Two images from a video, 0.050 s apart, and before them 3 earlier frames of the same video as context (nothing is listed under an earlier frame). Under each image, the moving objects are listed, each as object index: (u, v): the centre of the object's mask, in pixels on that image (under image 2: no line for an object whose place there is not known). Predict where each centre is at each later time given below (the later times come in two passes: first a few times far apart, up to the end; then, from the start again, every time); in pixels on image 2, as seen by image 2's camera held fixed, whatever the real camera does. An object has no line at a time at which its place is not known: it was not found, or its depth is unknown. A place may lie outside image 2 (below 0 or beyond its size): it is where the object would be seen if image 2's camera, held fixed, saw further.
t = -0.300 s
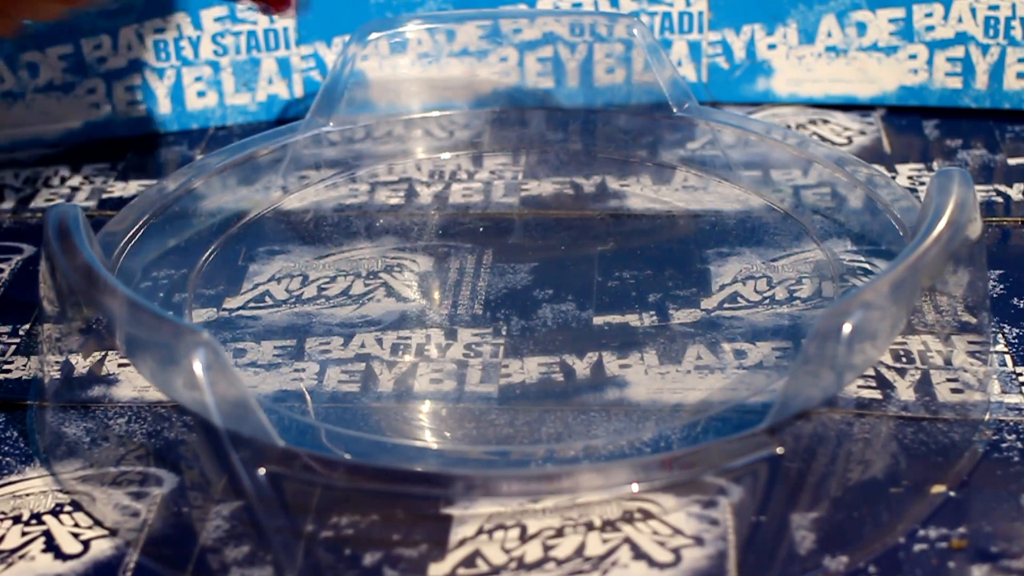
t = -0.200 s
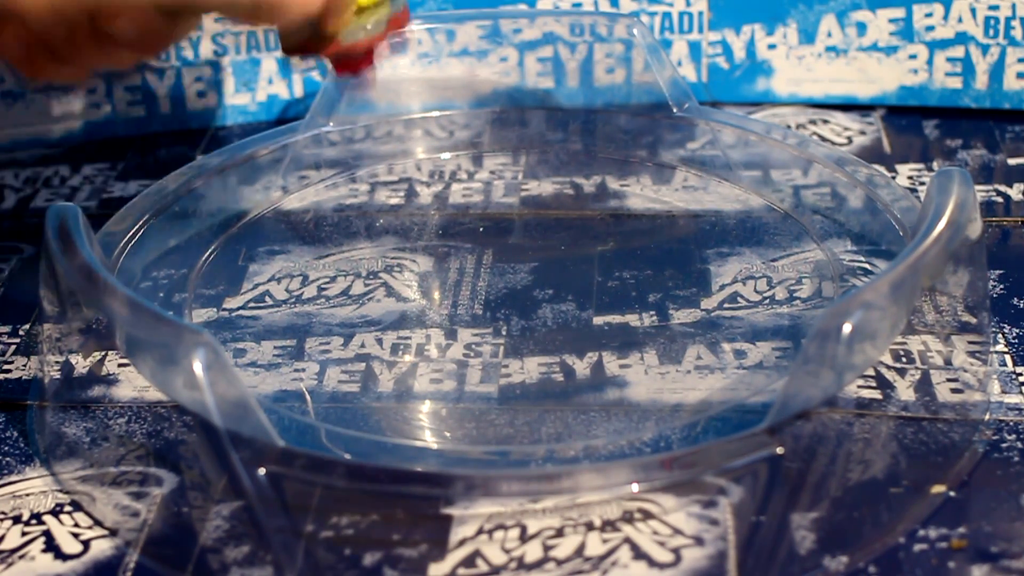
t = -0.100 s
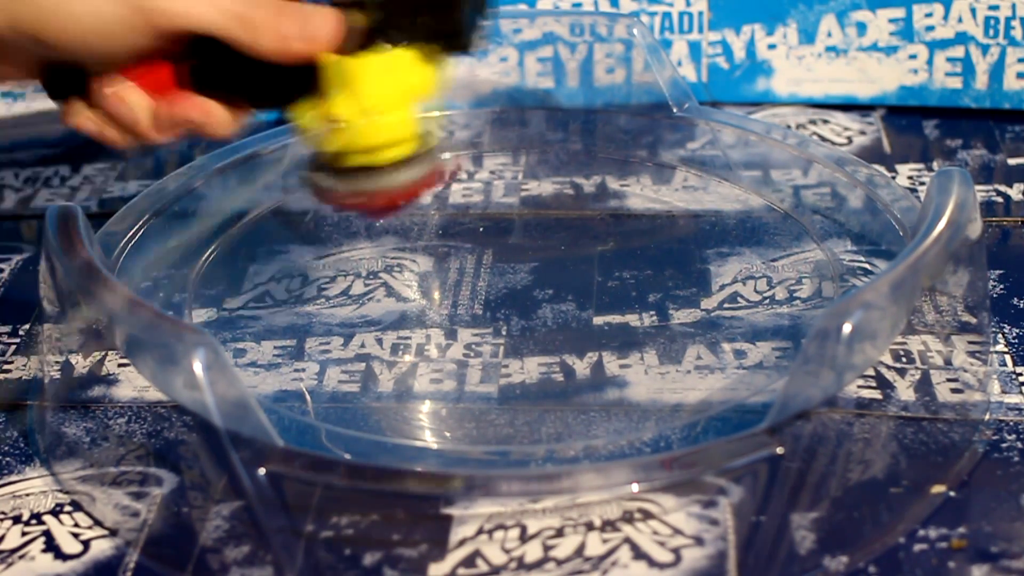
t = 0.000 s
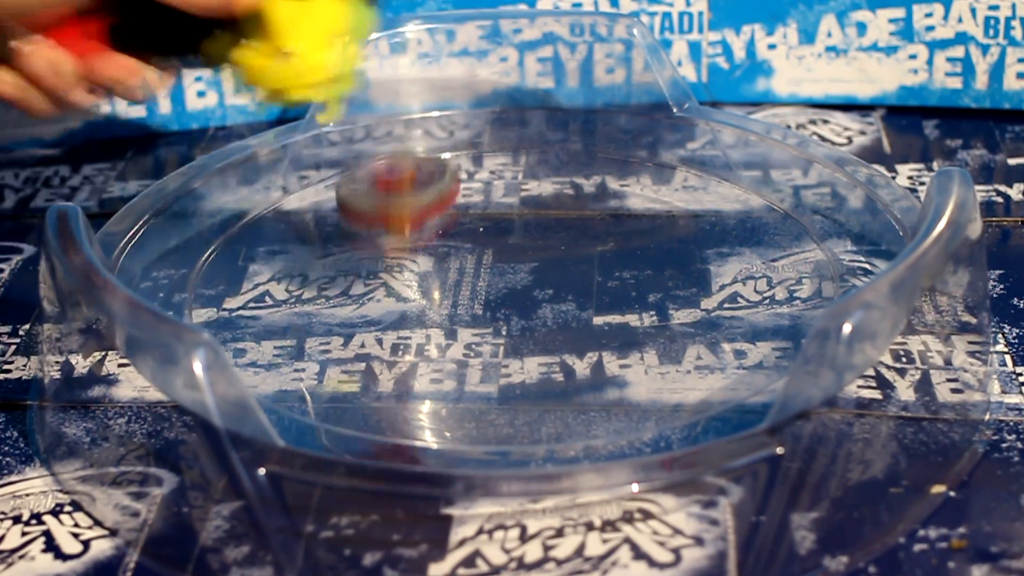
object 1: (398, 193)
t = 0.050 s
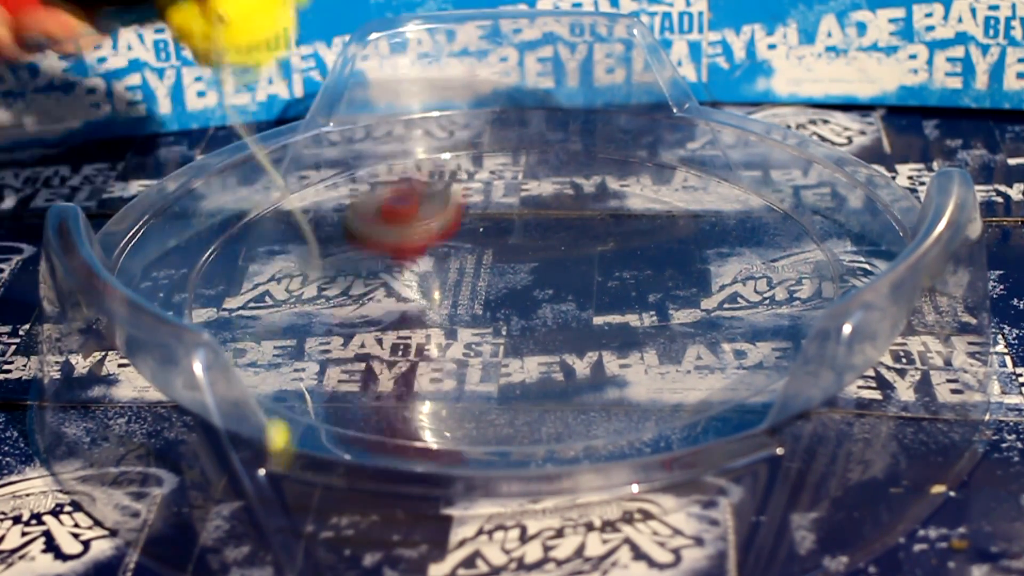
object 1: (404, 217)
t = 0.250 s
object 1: (499, 189)
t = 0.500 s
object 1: (532, 274)
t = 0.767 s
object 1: (554, 311)
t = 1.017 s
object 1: (617, 293)
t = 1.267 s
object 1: (573, 266)
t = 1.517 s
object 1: (489, 296)
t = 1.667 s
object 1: (496, 322)
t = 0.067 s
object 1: (410, 195)
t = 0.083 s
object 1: (418, 176)
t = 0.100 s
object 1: (424, 167)
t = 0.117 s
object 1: (433, 163)
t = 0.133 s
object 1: (441, 164)
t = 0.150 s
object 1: (450, 173)
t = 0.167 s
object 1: (461, 187)
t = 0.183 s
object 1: (467, 198)
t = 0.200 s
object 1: (475, 187)
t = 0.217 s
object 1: (484, 182)
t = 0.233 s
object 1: (490, 183)
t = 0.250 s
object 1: (499, 189)
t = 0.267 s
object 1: (509, 202)
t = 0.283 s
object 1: (514, 203)
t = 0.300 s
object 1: (519, 205)
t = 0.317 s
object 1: (525, 213)
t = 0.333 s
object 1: (530, 222)
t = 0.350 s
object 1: (533, 225)
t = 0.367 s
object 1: (537, 232)
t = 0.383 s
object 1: (539, 238)
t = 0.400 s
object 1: (540, 245)
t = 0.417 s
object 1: (540, 250)
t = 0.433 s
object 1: (539, 256)
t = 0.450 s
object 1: (538, 261)
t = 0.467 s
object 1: (537, 266)
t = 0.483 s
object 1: (534, 270)
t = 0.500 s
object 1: (532, 274)
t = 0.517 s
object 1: (530, 278)
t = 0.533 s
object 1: (528, 281)
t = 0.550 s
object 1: (527, 285)
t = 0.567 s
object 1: (526, 288)
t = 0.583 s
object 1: (525, 291)
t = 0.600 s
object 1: (525, 293)
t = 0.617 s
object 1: (526, 296)
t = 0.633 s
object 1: (527, 299)
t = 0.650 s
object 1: (529, 301)
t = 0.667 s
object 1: (532, 303)
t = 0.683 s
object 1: (535, 305)
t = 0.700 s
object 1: (538, 306)
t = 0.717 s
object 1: (542, 308)
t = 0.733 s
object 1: (546, 309)
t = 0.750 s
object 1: (549, 310)
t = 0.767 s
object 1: (554, 311)
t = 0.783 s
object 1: (559, 311)
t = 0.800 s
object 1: (564, 311)
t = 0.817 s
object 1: (569, 311)
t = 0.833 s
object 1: (574, 311)
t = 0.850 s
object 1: (579, 310)
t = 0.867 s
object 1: (584, 310)
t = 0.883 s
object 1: (589, 309)
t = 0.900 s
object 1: (593, 307)
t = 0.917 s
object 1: (598, 306)
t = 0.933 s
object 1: (602, 304)
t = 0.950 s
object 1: (606, 303)
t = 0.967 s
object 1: (609, 301)
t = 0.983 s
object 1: (613, 298)
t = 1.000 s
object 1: (615, 296)
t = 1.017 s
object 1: (617, 293)
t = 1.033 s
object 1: (619, 291)
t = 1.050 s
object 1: (619, 289)
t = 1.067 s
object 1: (619, 286)
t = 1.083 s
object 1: (619, 284)
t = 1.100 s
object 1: (618, 281)
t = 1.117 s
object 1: (616, 279)
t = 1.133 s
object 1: (614, 277)
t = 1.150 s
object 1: (610, 274)
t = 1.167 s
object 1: (606, 273)
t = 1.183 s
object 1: (602, 271)
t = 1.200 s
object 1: (597, 270)
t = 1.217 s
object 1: (592, 268)
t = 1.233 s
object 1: (586, 267)
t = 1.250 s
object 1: (579, 266)
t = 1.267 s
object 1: (573, 266)
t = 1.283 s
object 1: (566, 266)
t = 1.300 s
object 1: (559, 266)
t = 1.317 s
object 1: (551, 267)
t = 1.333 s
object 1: (544, 268)
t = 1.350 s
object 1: (537, 269)
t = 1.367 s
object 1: (530, 271)
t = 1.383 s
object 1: (524, 273)
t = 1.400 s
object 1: (518, 275)
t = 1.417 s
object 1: (513, 278)
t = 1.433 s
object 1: (507, 280)
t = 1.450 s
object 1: (502, 283)
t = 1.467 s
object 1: (498, 285)
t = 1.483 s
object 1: (494, 289)
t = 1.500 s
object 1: (491, 292)
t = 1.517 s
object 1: (489, 296)
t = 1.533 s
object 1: (487, 298)
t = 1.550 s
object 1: (485, 302)
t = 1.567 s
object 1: (485, 305)
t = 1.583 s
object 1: (485, 308)
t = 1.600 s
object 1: (486, 311)
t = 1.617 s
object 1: (487, 314)
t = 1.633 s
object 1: (490, 317)
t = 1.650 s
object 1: (492, 320)
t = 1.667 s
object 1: (496, 322)
